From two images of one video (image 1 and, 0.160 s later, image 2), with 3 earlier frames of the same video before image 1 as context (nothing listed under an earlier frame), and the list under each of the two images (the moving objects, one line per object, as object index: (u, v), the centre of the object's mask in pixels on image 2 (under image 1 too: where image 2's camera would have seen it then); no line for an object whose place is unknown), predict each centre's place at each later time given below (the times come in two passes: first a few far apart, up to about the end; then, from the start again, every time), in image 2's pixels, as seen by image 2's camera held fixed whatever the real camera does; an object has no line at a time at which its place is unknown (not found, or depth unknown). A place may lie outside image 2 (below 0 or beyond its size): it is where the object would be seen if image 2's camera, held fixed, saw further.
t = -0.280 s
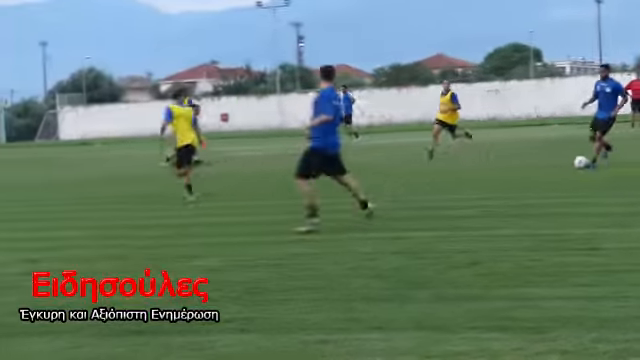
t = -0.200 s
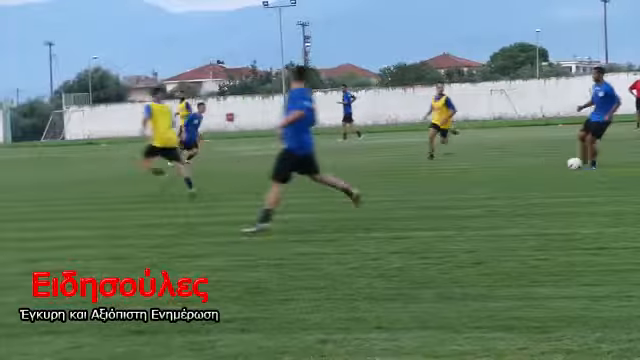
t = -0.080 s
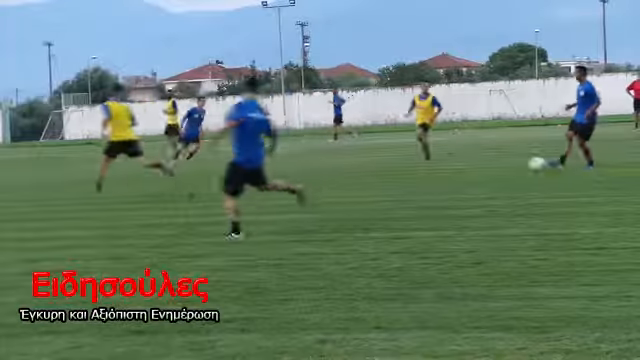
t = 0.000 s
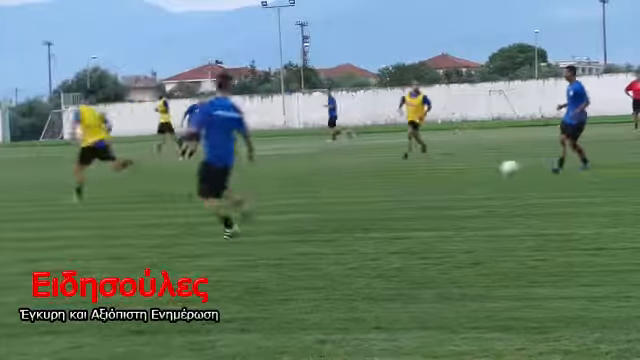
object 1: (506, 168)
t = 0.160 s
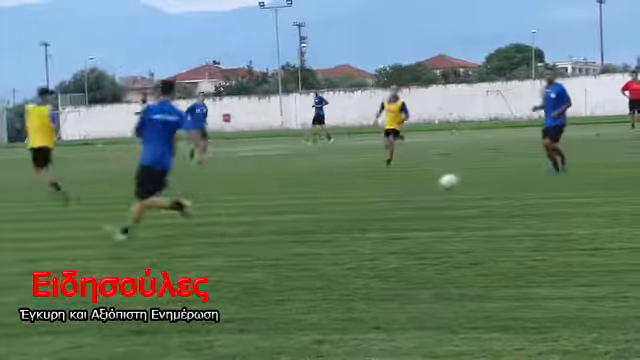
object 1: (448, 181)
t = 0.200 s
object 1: (434, 181)
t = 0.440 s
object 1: (350, 192)
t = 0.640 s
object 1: (284, 206)
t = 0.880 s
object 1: (208, 219)
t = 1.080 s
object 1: (137, 226)
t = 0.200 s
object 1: (434, 181)
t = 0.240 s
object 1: (420, 182)
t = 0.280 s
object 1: (406, 184)
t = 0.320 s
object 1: (392, 187)
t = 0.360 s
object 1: (376, 192)
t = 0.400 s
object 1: (364, 192)
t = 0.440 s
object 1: (350, 192)
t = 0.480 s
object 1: (337, 192)
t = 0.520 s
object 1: (322, 195)
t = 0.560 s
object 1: (310, 198)
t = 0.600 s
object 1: (296, 203)
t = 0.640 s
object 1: (284, 206)
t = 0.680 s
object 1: (271, 205)
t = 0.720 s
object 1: (257, 204)
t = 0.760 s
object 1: (245, 206)
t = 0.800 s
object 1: (231, 208)
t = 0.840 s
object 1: (219, 213)
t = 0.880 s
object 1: (208, 219)
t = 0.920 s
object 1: (194, 220)
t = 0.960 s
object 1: (180, 220)
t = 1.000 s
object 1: (166, 220)
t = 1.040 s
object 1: (152, 222)
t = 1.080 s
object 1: (137, 226)
